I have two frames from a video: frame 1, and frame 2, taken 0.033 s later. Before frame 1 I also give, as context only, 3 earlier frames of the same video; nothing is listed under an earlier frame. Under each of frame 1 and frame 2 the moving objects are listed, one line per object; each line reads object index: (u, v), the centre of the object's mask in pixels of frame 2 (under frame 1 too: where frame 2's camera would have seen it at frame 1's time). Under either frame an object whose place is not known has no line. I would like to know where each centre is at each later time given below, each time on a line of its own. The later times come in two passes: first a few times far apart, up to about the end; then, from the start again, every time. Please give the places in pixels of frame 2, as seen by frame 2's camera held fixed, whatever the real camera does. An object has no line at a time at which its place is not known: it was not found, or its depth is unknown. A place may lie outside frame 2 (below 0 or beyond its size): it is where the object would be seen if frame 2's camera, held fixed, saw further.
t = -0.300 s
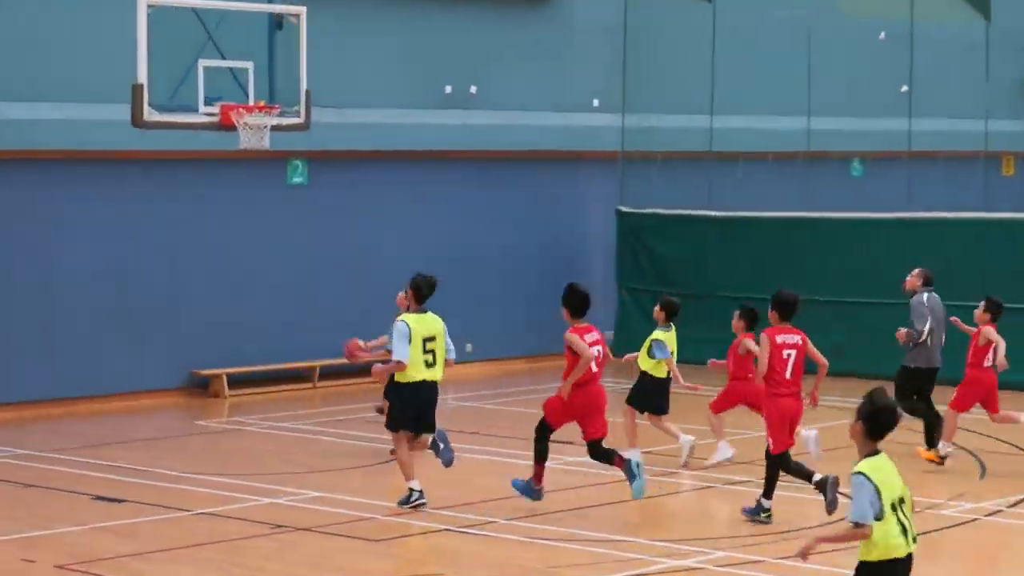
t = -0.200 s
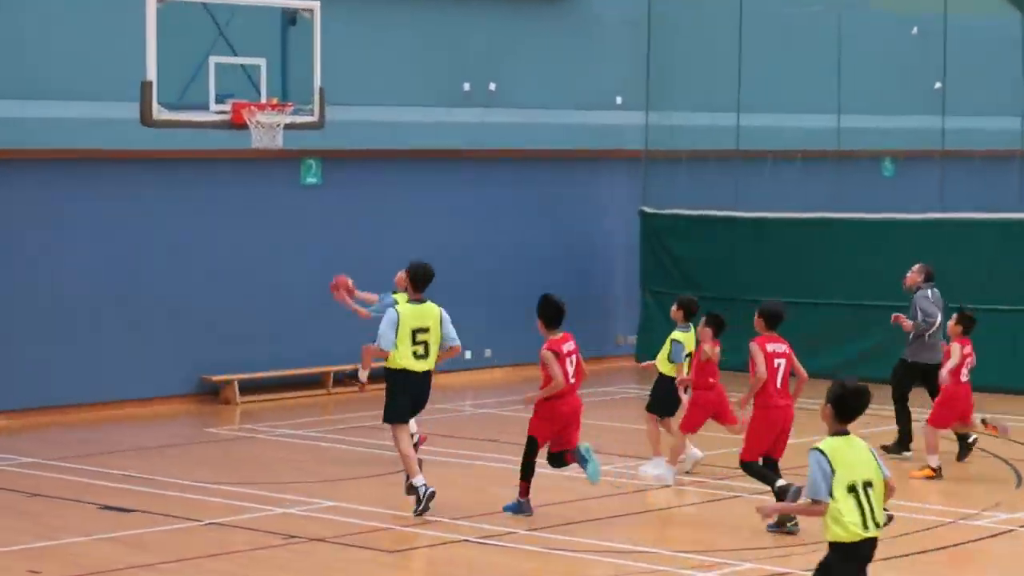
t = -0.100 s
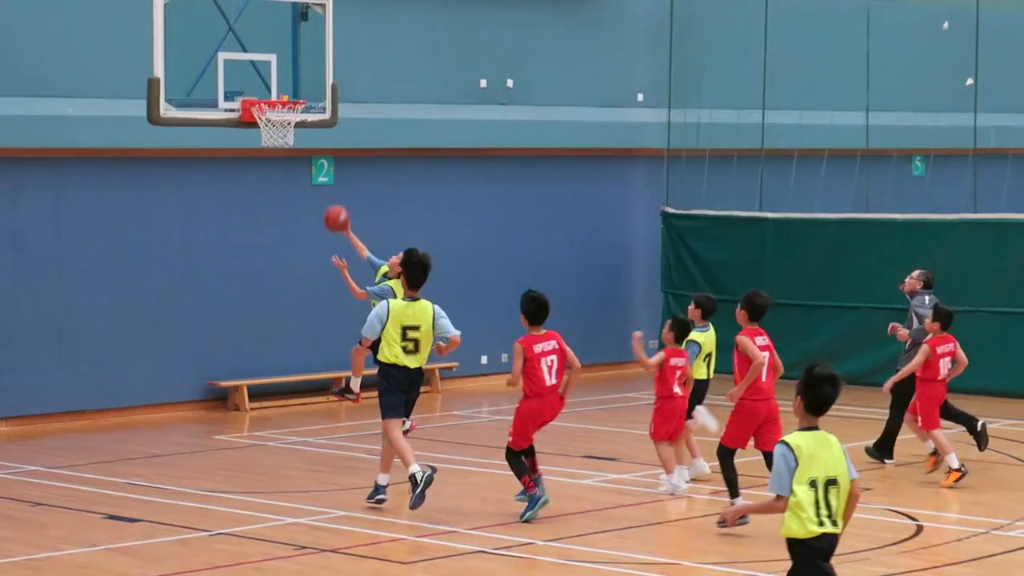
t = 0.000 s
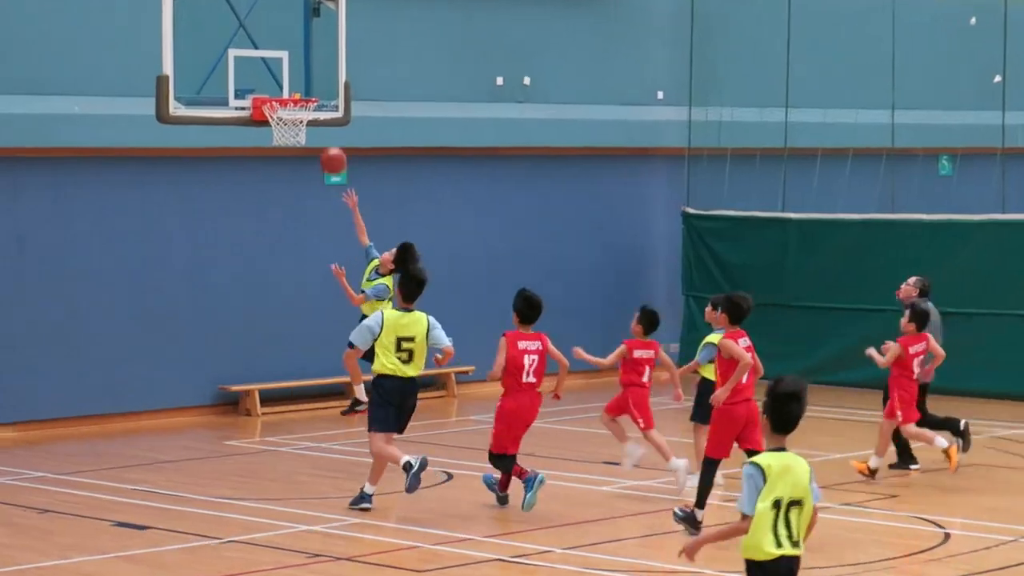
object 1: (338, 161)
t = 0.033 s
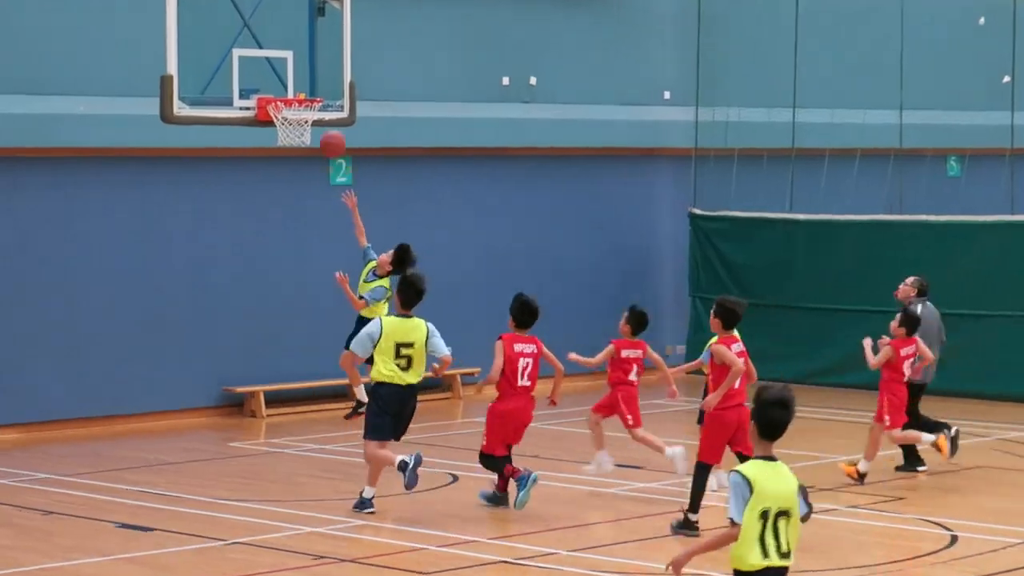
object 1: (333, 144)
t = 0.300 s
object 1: (312, 68)
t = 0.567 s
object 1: (312, 87)
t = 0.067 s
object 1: (327, 128)
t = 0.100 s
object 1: (325, 116)
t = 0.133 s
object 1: (319, 97)
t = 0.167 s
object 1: (311, 87)
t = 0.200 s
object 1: (311, 81)
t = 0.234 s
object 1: (311, 76)
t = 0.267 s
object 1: (312, 71)
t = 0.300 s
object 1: (312, 68)
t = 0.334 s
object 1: (311, 66)
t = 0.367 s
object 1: (311, 65)
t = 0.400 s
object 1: (311, 66)
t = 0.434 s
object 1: (311, 68)
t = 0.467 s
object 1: (312, 71)
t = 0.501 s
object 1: (312, 76)
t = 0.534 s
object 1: (313, 82)
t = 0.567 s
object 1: (312, 87)
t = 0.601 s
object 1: (307, 87)
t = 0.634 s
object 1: (301, 87)
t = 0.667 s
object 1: (294, 88)
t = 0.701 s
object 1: (288, 90)
